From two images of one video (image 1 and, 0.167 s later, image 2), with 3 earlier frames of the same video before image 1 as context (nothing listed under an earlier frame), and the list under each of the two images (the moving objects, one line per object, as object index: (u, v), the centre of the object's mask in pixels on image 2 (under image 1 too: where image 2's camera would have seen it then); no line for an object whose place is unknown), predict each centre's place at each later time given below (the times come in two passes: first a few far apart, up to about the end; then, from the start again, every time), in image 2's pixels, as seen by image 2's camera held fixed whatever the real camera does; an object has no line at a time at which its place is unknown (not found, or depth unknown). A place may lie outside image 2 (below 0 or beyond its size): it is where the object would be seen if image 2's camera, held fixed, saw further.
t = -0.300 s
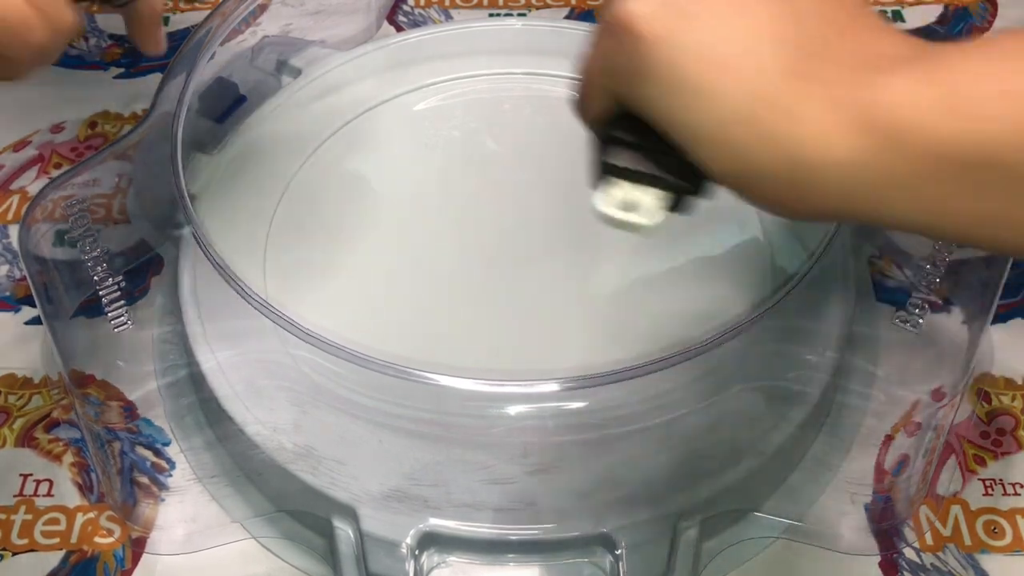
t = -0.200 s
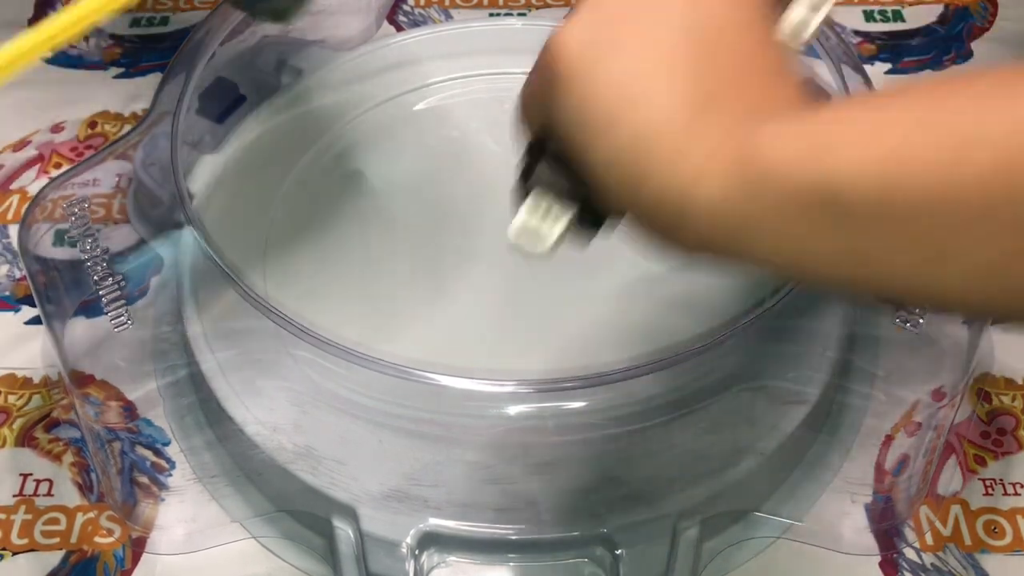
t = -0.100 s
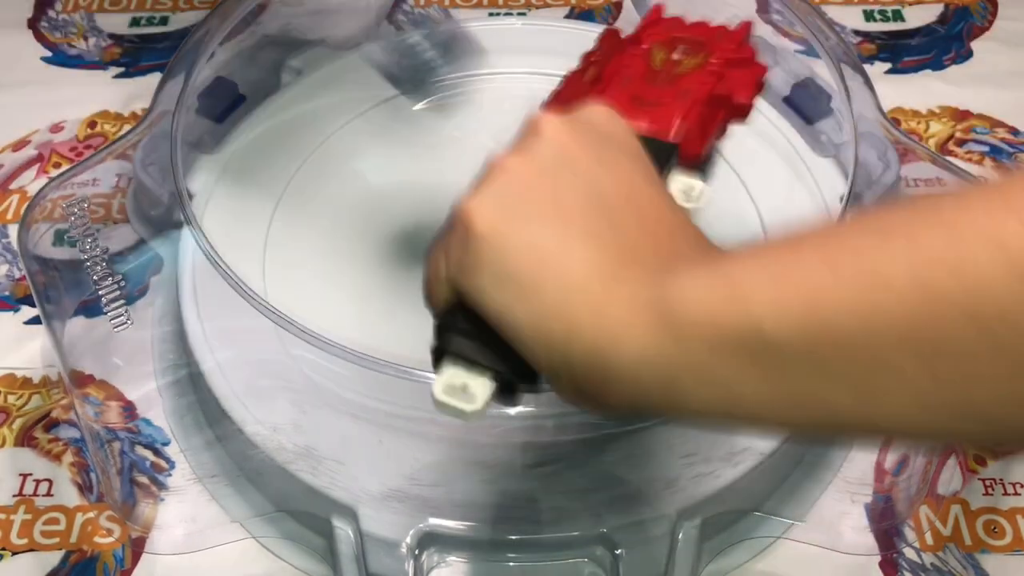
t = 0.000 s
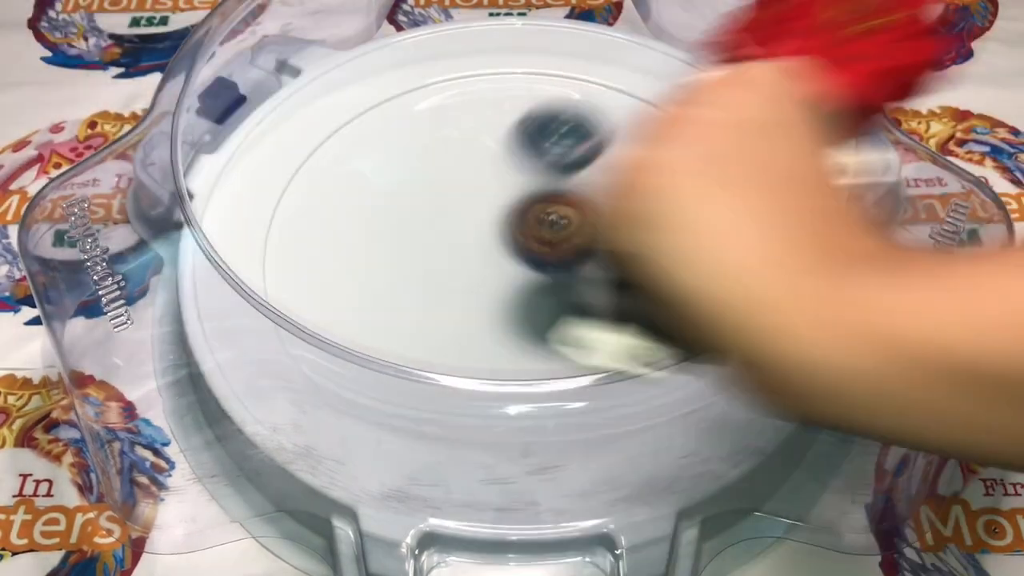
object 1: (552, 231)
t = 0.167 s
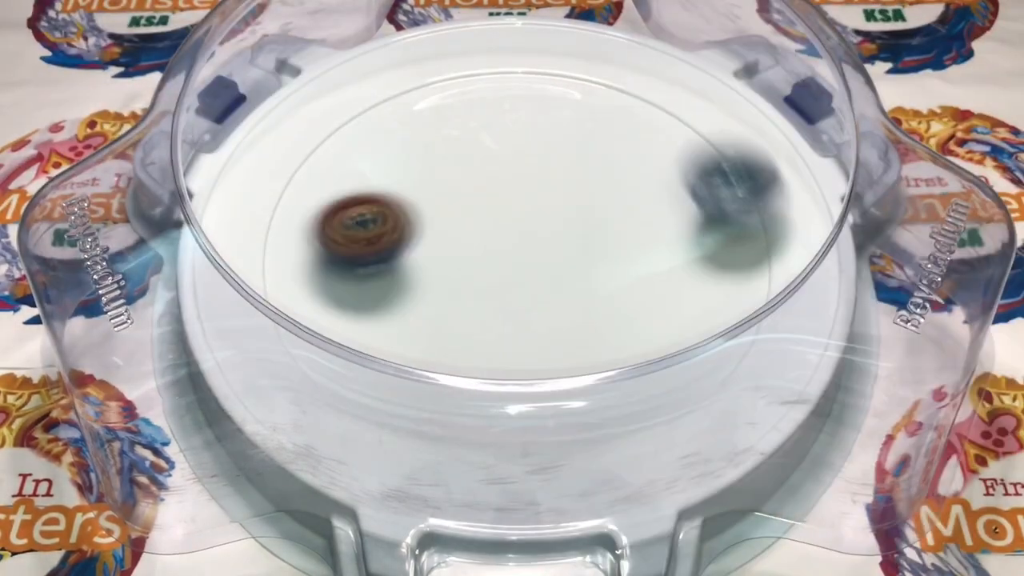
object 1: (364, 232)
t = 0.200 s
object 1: (335, 231)
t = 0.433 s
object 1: (320, 306)
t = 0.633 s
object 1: (536, 352)
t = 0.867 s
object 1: (660, 153)
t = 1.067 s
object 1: (495, 58)
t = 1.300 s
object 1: (292, 205)
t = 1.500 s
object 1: (468, 378)
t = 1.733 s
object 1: (769, 214)
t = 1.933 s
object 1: (558, 57)
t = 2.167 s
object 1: (298, 194)
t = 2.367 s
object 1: (477, 391)
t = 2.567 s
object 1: (769, 249)
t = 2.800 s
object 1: (586, 72)
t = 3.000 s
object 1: (296, 180)
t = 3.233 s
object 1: (360, 374)
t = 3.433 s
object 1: (628, 187)
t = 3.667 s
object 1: (582, 37)
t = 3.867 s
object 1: (424, 29)
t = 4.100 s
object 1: (358, 186)
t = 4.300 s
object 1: (577, 359)
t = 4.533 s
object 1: (747, 236)
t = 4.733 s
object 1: (650, 91)
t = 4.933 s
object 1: (435, 140)
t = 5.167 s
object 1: (371, 356)
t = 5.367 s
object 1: (597, 405)
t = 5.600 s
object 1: (703, 212)
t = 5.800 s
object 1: (497, 95)
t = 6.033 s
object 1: (282, 168)
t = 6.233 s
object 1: (378, 349)
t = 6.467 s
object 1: (680, 277)
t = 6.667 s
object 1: (659, 91)
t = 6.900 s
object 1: (455, 67)
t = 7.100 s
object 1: (372, 176)
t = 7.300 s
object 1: (520, 313)
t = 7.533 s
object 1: (735, 210)
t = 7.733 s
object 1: (633, 96)
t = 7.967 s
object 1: (460, 147)
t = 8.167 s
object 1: (410, 246)
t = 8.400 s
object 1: (485, 332)
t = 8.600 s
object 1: (625, 332)
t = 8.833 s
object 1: (702, 292)
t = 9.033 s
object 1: (575, 222)
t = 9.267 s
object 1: (589, 339)
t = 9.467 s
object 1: (675, 371)
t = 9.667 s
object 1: (617, 282)
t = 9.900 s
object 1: (654, 313)
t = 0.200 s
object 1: (335, 231)
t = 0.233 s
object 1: (312, 233)
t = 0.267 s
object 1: (297, 237)
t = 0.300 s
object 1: (289, 246)
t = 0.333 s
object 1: (287, 260)
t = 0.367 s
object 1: (294, 274)
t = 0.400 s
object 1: (305, 287)
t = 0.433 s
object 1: (320, 306)
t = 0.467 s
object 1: (344, 327)
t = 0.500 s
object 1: (372, 346)
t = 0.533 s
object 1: (409, 358)
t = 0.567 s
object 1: (452, 369)
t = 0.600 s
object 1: (495, 364)
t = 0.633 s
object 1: (536, 352)
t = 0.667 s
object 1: (578, 340)
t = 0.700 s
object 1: (614, 318)
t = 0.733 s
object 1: (640, 285)
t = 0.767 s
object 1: (657, 253)
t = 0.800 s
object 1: (666, 218)
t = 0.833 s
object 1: (667, 187)
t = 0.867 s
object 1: (660, 153)
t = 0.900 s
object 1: (646, 119)
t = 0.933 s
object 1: (624, 88)
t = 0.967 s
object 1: (600, 68)
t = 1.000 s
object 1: (569, 49)
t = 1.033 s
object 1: (534, 49)
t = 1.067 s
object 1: (495, 58)
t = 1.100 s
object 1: (449, 70)
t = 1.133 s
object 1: (410, 78)
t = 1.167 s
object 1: (371, 88)
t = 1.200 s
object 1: (338, 105)
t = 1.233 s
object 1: (320, 139)
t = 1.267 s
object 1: (304, 172)
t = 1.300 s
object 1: (292, 205)
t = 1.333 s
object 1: (289, 238)
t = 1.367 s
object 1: (301, 273)
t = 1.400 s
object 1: (326, 306)
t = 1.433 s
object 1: (364, 335)
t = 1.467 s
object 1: (411, 363)
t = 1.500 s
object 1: (468, 378)
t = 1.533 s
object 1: (530, 386)
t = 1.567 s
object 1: (588, 368)
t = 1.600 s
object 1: (641, 352)
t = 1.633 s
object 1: (682, 317)
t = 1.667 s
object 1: (721, 289)
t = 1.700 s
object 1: (751, 254)
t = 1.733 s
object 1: (769, 214)
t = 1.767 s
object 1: (765, 172)
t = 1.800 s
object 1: (737, 135)
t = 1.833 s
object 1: (704, 108)
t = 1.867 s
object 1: (662, 82)
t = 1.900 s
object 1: (612, 64)
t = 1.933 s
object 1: (558, 57)
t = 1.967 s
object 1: (504, 53)
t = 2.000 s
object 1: (452, 61)
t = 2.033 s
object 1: (402, 73)
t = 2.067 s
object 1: (362, 94)
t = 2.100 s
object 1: (332, 124)
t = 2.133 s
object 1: (310, 157)
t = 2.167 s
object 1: (298, 194)
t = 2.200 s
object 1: (298, 234)
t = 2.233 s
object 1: (311, 274)
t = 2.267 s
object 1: (339, 306)
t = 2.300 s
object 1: (371, 343)
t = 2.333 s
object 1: (422, 371)
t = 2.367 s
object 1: (477, 391)
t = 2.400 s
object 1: (542, 399)
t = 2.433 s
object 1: (606, 388)
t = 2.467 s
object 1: (671, 372)
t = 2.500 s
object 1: (728, 342)
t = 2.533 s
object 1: (760, 294)
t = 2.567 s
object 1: (769, 249)
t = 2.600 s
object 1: (768, 200)
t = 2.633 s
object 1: (759, 165)
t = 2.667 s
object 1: (746, 123)
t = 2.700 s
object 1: (733, 91)
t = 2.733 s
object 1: (699, 69)
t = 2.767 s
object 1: (648, 67)
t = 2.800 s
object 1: (586, 72)
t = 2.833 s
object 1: (530, 80)
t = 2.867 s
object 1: (474, 91)
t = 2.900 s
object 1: (420, 107)
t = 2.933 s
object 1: (372, 130)
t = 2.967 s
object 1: (332, 149)
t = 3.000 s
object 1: (296, 180)
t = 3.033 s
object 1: (269, 214)
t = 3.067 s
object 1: (260, 245)
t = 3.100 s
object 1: (248, 288)
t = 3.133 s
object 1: (250, 332)
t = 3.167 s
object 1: (259, 377)
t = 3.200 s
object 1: (293, 399)
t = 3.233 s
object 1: (360, 374)
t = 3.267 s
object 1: (424, 341)
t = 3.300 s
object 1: (474, 329)
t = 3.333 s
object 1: (526, 294)
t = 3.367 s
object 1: (569, 260)
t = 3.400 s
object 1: (603, 223)
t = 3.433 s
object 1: (628, 187)
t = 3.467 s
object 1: (645, 151)
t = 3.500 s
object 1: (653, 117)
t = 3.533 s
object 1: (654, 88)
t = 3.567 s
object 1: (649, 63)
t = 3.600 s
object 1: (630, 47)
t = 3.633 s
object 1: (608, 46)
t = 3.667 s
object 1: (582, 37)
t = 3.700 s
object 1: (556, 36)
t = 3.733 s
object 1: (532, 29)
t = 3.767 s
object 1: (505, 31)
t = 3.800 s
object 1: (478, 30)
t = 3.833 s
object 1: (452, 29)
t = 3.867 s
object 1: (424, 29)
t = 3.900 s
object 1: (400, 30)
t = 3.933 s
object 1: (378, 36)
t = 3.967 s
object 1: (363, 60)
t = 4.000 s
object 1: (354, 85)
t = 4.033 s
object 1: (348, 118)
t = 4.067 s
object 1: (349, 150)
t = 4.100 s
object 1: (358, 186)
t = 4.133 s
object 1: (375, 226)
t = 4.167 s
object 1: (402, 264)
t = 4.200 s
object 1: (438, 299)
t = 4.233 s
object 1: (482, 329)
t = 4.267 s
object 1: (528, 342)
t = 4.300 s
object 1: (577, 359)
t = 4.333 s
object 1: (625, 367)
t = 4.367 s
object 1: (670, 363)
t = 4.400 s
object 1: (711, 347)
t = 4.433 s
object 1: (745, 327)
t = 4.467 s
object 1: (750, 295)
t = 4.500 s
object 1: (746, 265)
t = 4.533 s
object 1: (747, 236)
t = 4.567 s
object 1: (743, 205)
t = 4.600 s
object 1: (734, 175)
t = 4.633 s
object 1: (722, 145)
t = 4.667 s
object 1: (703, 122)
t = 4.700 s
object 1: (680, 105)
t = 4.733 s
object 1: (650, 91)
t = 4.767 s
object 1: (614, 84)
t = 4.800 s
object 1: (578, 83)
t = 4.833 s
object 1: (541, 88)
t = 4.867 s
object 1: (505, 101)
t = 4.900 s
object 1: (470, 116)
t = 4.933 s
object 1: (435, 140)
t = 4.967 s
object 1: (404, 169)
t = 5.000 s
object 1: (379, 202)
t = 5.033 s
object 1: (363, 237)
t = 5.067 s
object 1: (352, 270)
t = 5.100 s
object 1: (351, 299)
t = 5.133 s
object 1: (363, 320)
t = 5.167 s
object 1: (371, 356)
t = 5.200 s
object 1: (396, 381)
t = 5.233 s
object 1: (425, 398)
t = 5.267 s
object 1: (461, 425)
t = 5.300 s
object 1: (509, 430)
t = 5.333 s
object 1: (552, 423)
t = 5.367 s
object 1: (597, 405)
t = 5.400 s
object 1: (642, 385)
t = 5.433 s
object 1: (674, 361)
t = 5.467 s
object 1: (700, 338)
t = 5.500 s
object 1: (716, 304)
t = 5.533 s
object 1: (720, 279)
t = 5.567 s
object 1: (718, 246)
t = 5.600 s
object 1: (703, 212)
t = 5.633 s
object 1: (679, 183)
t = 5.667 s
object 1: (653, 157)
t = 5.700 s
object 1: (616, 133)
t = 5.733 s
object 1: (580, 117)
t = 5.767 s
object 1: (541, 103)
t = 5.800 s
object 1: (497, 95)
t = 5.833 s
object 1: (460, 92)
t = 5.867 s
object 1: (422, 94)
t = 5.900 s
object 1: (387, 101)
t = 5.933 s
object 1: (356, 112)
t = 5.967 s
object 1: (322, 127)
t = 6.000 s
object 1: (298, 145)
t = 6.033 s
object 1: (282, 168)
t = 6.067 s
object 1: (282, 200)
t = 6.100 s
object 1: (290, 231)
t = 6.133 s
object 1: (296, 261)
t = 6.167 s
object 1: (318, 292)
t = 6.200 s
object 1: (346, 314)
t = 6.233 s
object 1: (378, 349)
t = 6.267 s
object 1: (430, 367)
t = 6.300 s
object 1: (474, 378)
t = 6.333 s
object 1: (530, 374)
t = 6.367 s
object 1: (571, 349)
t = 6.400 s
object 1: (619, 332)
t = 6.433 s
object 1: (651, 313)
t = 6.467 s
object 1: (680, 277)
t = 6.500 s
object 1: (692, 243)
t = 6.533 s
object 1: (701, 204)
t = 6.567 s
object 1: (699, 175)
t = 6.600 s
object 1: (693, 142)
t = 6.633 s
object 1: (679, 117)
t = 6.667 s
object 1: (659, 91)
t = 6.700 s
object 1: (640, 73)
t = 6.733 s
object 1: (612, 59)
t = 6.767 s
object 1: (580, 59)
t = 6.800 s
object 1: (545, 58)
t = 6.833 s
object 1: (515, 61)
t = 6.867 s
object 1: (482, 63)
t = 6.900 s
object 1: (455, 67)
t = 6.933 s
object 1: (426, 75)
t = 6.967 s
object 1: (407, 88)
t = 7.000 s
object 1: (387, 105)
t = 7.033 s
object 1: (376, 126)
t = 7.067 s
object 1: (369, 150)
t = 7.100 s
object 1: (372, 176)
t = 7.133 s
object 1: (380, 209)
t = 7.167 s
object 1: (394, 235)
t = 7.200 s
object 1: (418, 263)
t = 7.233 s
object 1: (443, 282)
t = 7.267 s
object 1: (484, 301)
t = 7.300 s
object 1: (520, 313)
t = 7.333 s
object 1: (568, 316)
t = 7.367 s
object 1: (607, 313)
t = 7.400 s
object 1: (646, 303)
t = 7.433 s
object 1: (683, 286)
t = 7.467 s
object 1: (705, 265)
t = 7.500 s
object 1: (726, 236)
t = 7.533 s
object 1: (735, 210)
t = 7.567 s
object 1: (732, 181)
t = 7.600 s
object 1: (726, 154)
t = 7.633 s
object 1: (711, 134)
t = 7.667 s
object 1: (687, 115)
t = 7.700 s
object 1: (663, 103)
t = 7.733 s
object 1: (633, 96)
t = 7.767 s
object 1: (604, 92)
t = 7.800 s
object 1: (578, 95)
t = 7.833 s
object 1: (547, 101)
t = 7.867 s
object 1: (523, 108)
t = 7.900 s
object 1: (501, 120)
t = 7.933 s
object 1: (477, 132)
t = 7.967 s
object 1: (460, 147)
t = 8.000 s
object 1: (443, 164)
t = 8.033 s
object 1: (428, 179)
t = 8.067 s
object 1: (419, 196)
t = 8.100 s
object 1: (411, 213)
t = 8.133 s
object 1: (408, 228)
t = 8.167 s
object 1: (410, 246)
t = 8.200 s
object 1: (410, 261)
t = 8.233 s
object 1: (416, 274)
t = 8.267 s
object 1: (425, 291)
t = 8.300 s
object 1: (433, 304)
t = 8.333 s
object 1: (446, 313)
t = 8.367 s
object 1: (466, 325)
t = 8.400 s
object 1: (485, 332)
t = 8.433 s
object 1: (506, 333)
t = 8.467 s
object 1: (534, 331)
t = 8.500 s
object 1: (555, 325)
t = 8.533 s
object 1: (574, 314)
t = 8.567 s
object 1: (599, 327)
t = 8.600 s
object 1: (625, 332)
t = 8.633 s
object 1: (649, 343)
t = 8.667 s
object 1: (665, 339)
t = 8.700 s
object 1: (680, 337)
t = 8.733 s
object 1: (695, 327)
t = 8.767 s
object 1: (701, 311)
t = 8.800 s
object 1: (703, 302)
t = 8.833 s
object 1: (702, 292)
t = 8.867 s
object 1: (692, 276)
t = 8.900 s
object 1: (676, 261)
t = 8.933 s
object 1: (655, 248)
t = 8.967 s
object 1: (632, 237)
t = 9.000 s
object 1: (604, 229)
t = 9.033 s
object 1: (575, 222)
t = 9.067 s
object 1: (545, 216)
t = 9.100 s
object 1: (517, 211)
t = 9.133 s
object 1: (502, 217)
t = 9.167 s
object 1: (524, 256)
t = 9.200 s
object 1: (549, 293)
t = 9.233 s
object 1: (570, 326)
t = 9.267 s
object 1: (589, 339)
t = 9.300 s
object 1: (609, 362)
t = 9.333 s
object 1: (628, 379)
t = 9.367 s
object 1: (642, 381)
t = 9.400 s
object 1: (657, 382)
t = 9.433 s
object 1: (670, 380)
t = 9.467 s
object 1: (675, 371)
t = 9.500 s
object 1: (672, 353)
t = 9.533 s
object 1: (671, 341)
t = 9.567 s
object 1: (662, 322)
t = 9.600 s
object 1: (654, 313)
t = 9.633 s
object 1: (638, 296)
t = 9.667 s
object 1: (617, 282)
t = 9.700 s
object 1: (599, 277)
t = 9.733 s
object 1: (602, 304)
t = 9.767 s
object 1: (605, 331)
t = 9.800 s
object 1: (606, 340)
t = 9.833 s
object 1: (601, 348)
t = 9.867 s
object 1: (659, 314)
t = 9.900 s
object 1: (654, 313)
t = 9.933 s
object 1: (638, 297)
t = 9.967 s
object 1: (617, 282)
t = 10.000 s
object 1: (599, 278)
